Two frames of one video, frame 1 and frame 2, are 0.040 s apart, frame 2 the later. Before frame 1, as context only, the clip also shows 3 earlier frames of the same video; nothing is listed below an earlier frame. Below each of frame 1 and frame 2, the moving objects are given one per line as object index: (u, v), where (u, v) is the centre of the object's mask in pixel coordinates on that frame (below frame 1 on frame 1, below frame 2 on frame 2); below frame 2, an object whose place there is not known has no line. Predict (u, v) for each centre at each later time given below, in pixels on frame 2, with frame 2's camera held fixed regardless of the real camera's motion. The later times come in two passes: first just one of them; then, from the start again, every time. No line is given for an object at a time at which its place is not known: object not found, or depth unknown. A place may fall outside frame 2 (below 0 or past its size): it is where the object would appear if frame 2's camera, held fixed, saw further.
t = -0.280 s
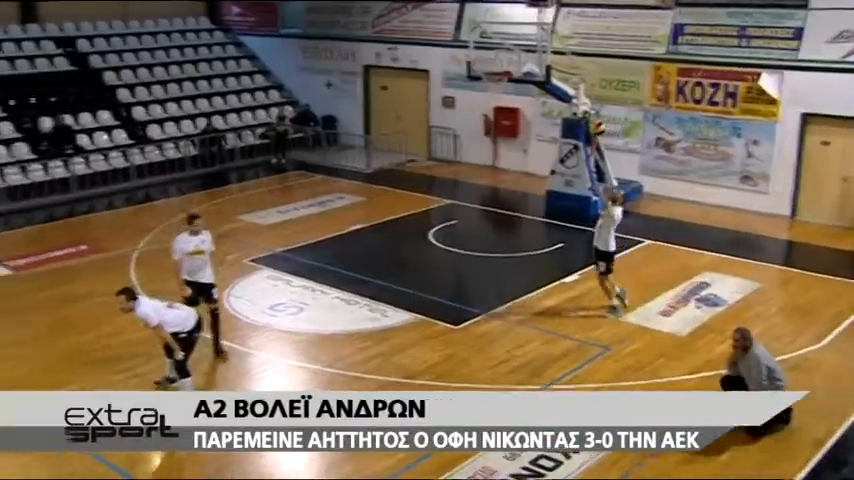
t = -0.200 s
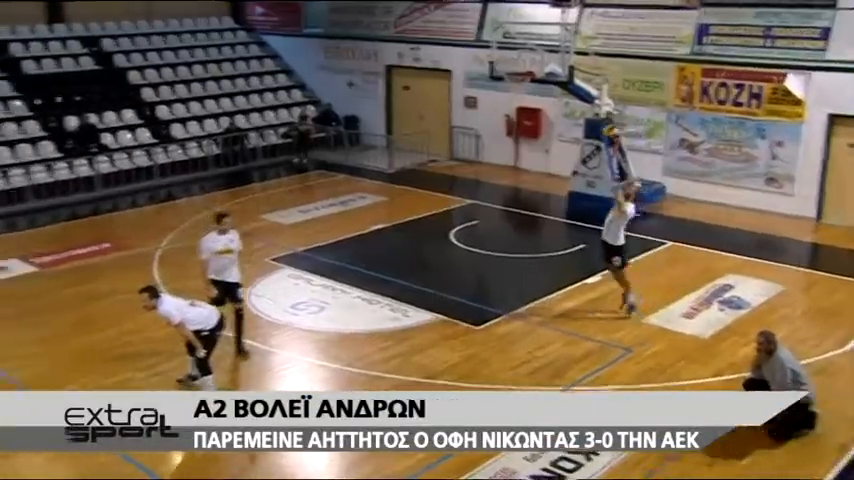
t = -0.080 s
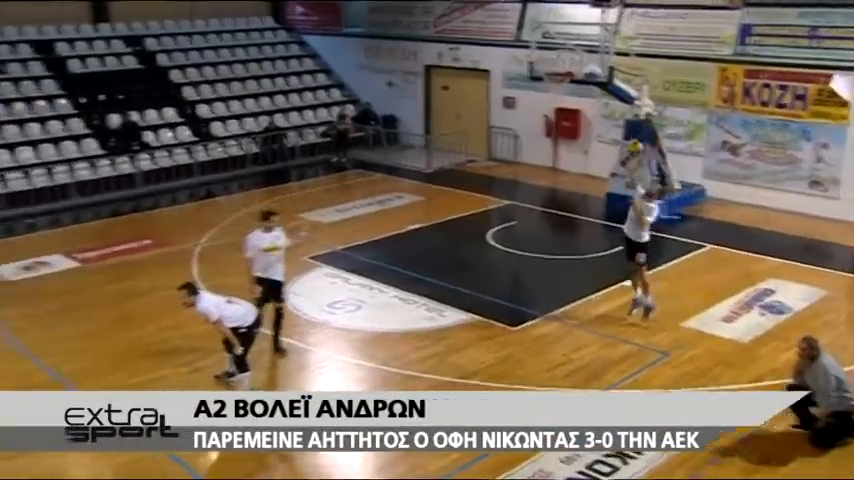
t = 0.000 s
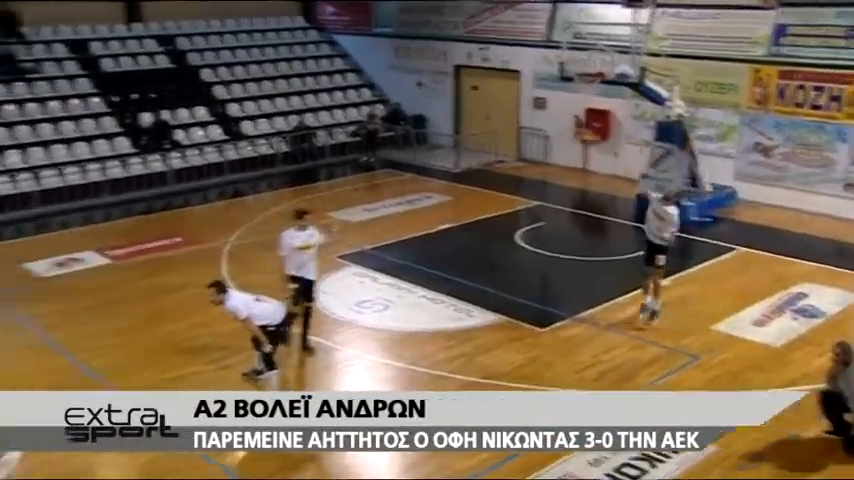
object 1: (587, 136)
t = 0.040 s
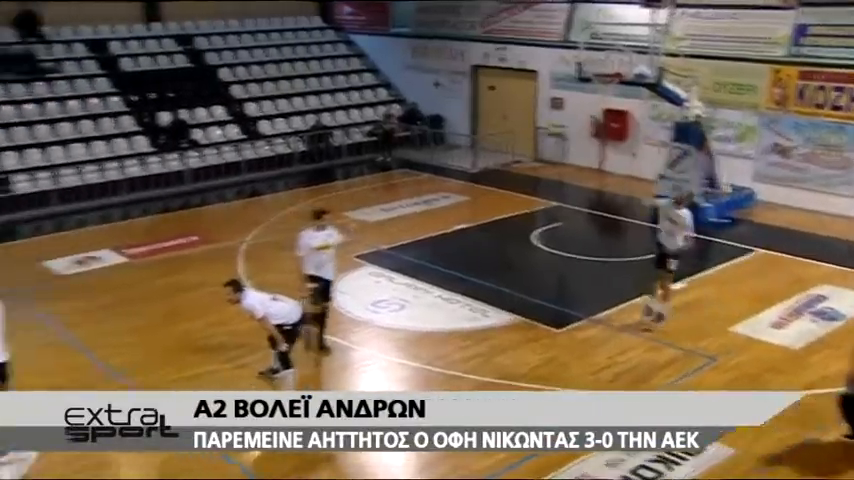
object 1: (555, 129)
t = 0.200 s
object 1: (351, 113)
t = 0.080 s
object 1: (507, 122)
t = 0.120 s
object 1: (457, 117)
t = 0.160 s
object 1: (406, 112)
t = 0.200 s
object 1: (351, 113)
